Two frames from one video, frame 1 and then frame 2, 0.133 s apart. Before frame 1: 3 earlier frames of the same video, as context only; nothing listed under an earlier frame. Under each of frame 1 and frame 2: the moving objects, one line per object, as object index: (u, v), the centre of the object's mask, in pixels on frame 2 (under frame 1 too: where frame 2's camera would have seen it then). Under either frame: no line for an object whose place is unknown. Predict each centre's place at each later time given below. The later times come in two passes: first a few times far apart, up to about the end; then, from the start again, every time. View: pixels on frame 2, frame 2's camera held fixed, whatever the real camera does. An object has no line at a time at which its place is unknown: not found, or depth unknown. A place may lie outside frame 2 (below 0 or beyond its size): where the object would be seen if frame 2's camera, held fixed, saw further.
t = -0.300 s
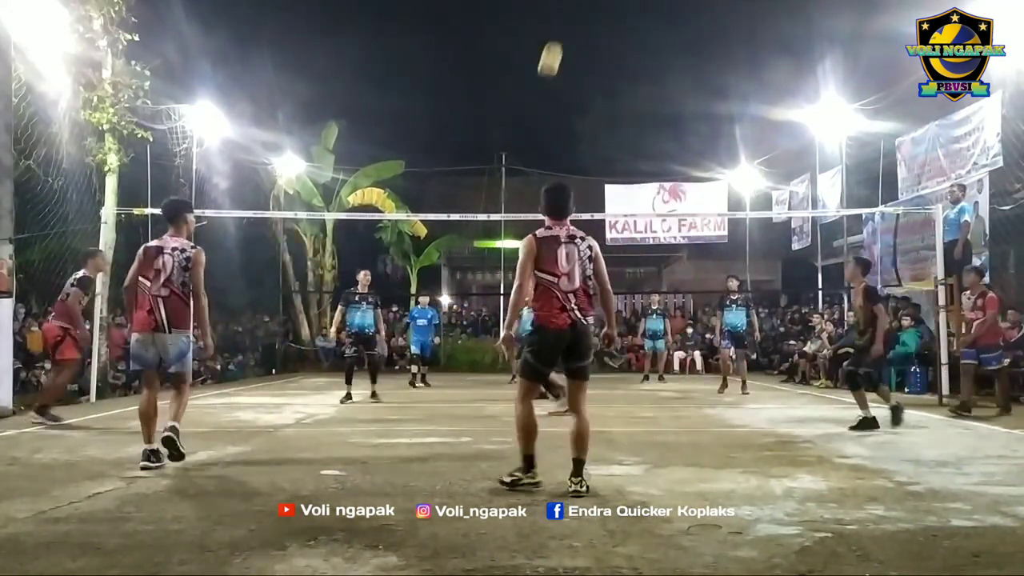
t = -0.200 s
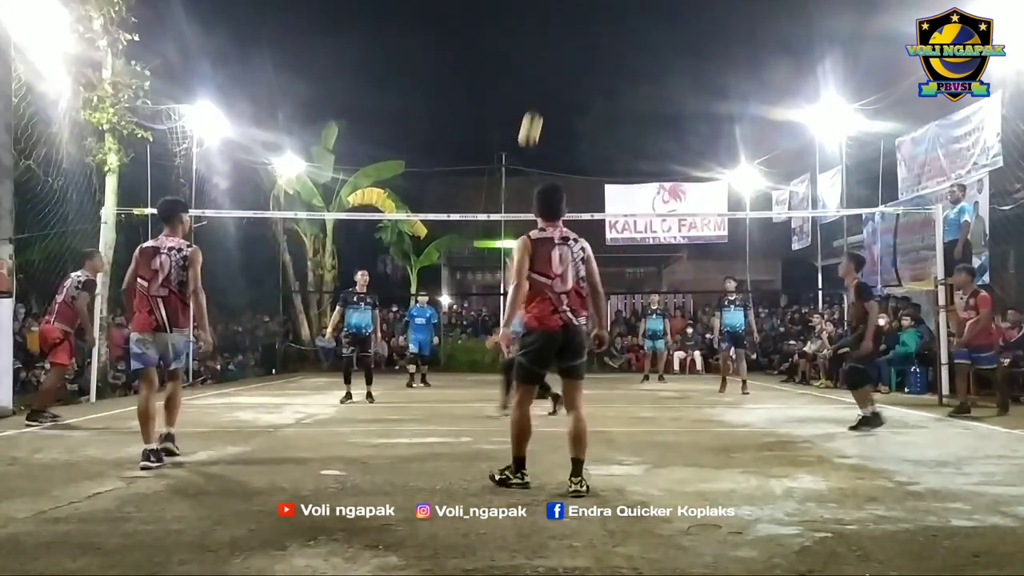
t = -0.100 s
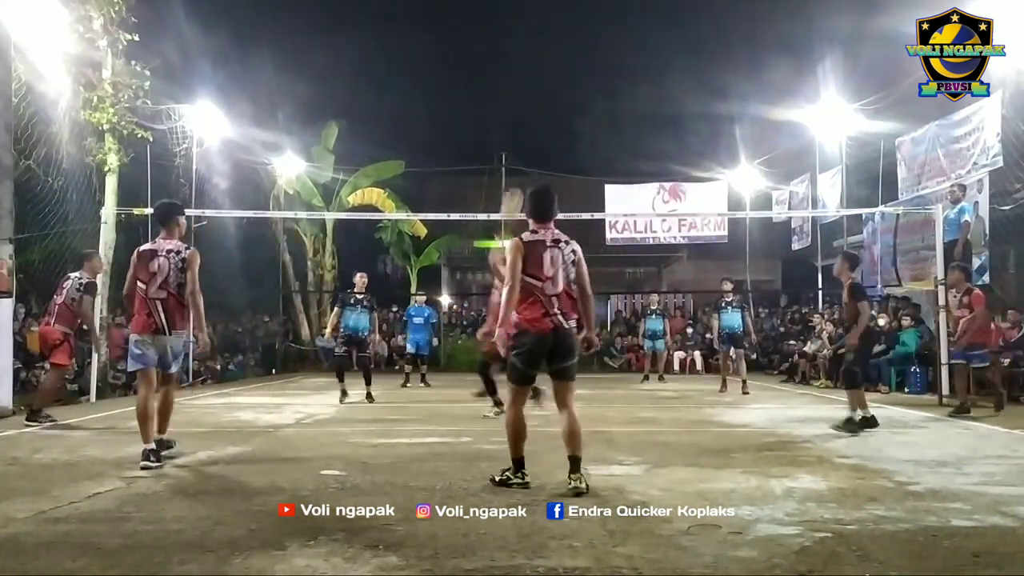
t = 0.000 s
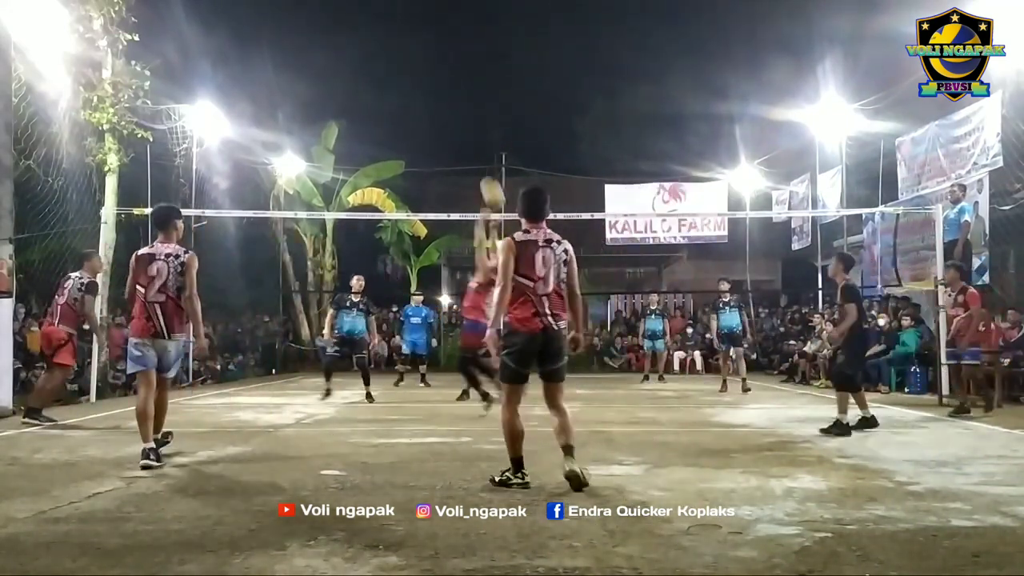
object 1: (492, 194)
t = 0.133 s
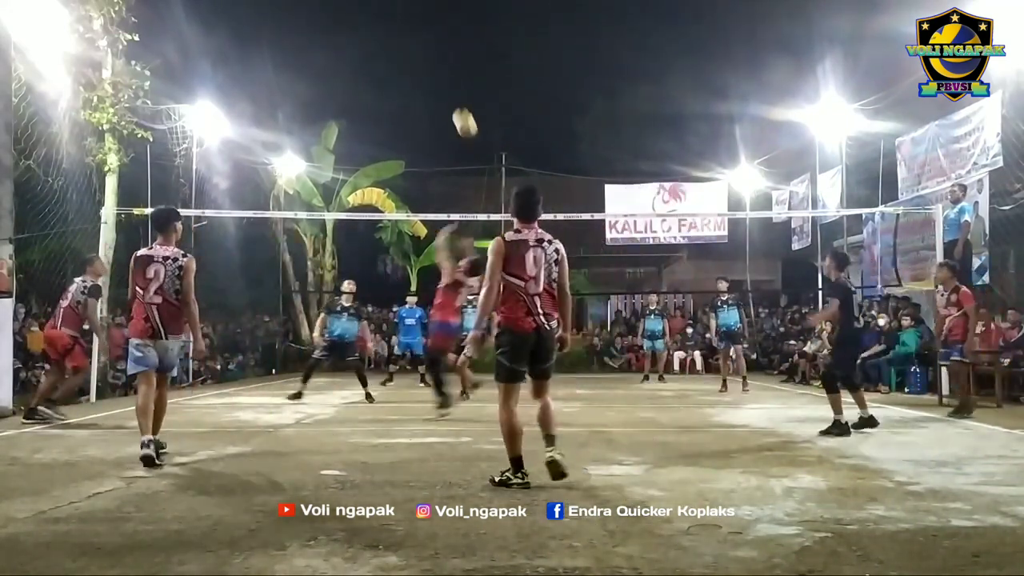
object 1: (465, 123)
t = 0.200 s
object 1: (451, 94)
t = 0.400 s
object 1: (411, 35)
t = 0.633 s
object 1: (366, 12)
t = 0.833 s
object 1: (330, 30)
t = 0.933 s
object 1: (312, 53)
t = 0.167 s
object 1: (458, 108)
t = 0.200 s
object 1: (451, 94)
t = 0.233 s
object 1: (444, 82)
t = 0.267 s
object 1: (437, 70)
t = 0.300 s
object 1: (431, 60)
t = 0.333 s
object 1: (424, 51)
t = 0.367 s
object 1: (418, 42)
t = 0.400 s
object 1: (411, 35)
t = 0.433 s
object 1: (405, 29)
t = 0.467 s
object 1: (398, 23)
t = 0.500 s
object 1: (392, 19)
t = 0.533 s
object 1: (386, 16)
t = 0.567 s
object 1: (379, 13)
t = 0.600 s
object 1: (373, 12)
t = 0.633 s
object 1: (366, 12)
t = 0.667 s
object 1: (360, 13)
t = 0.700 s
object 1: (354, 14)
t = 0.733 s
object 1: (348, 17)
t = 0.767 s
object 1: (342, 20)
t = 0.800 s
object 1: (336, 25)
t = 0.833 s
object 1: (330, 30)
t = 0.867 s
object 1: (324, 37)
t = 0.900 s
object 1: (318, 44)
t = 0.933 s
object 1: (312, 53)
